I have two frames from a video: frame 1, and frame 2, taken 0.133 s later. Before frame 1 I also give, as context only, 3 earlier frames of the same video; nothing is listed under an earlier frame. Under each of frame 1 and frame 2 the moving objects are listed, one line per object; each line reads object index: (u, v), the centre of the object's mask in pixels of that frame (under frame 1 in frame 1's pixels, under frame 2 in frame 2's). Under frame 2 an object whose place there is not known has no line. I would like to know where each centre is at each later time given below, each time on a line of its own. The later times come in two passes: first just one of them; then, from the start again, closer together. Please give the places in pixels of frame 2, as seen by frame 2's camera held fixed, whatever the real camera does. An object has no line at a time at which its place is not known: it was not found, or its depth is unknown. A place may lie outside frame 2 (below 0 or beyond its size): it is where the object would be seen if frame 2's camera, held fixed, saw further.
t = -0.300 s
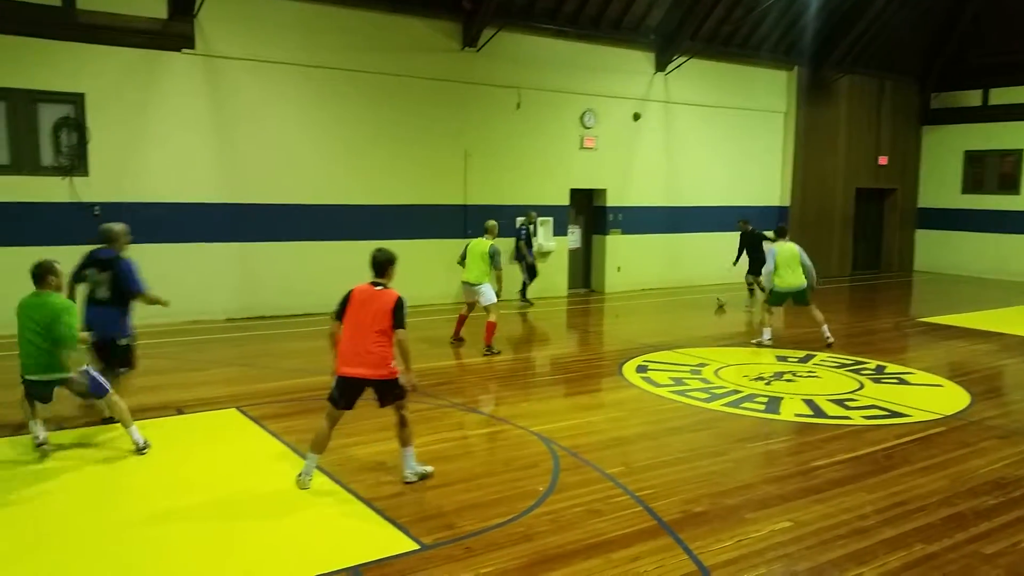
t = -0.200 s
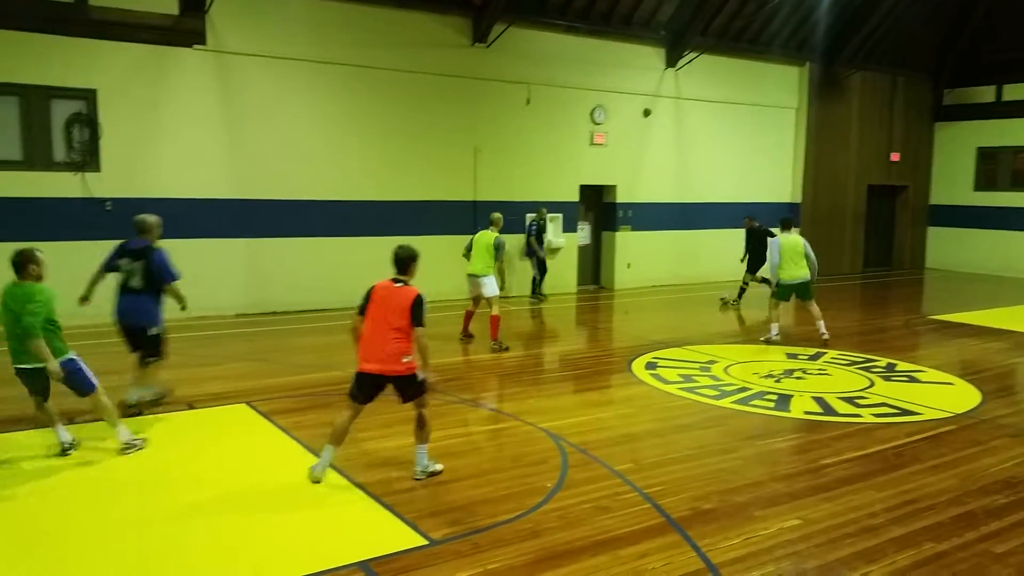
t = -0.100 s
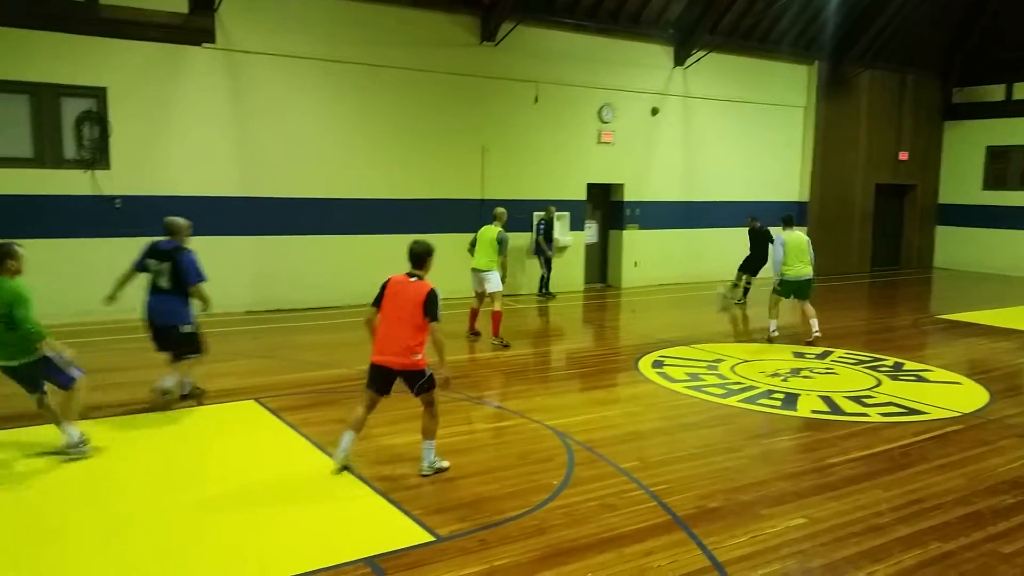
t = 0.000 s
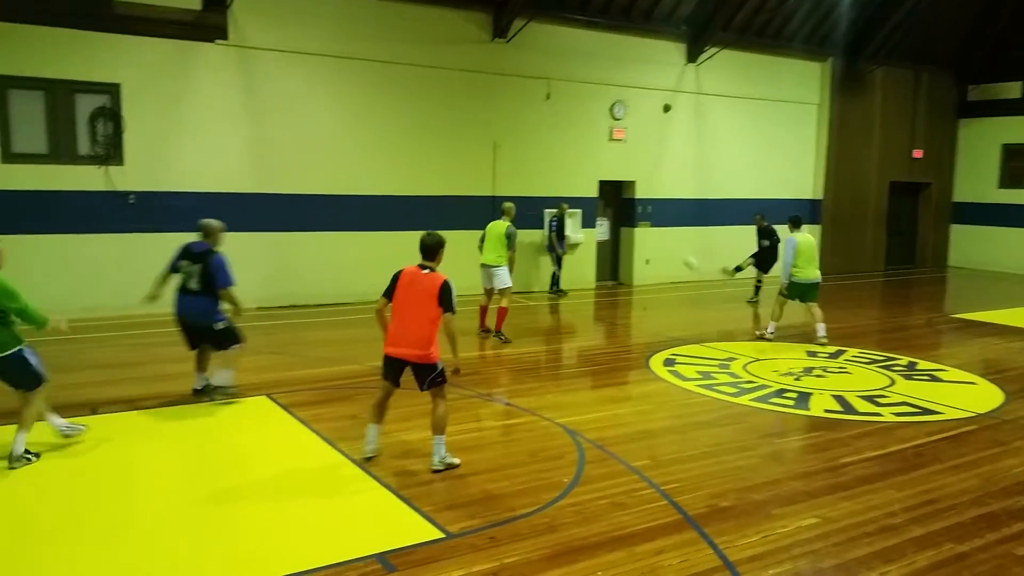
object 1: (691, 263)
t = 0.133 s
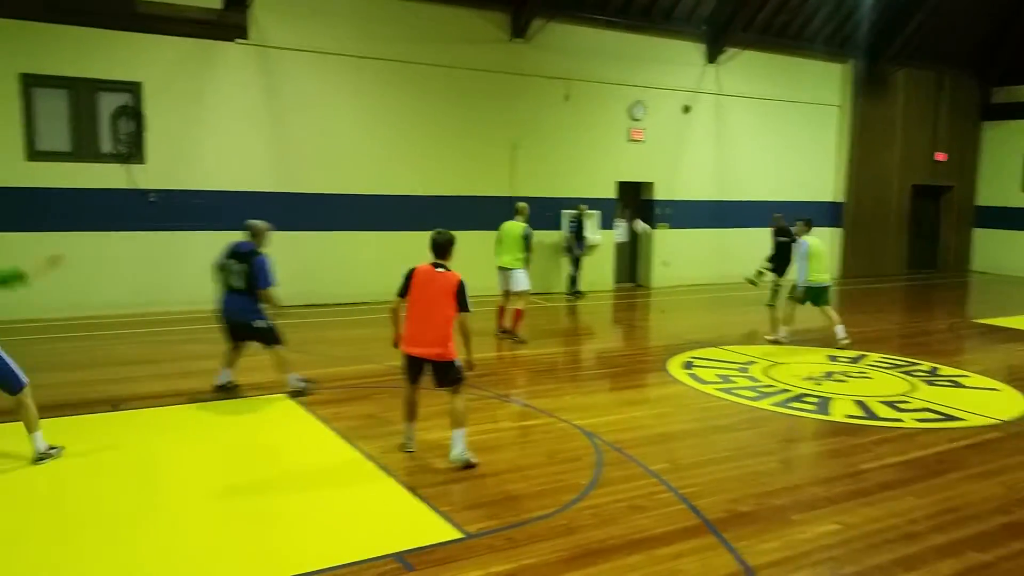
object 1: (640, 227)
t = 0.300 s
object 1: (545, 186)
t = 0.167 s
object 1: (624, 218)
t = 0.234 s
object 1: (587, 201)
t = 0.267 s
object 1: (567, 194)
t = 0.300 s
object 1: (545, 186)
